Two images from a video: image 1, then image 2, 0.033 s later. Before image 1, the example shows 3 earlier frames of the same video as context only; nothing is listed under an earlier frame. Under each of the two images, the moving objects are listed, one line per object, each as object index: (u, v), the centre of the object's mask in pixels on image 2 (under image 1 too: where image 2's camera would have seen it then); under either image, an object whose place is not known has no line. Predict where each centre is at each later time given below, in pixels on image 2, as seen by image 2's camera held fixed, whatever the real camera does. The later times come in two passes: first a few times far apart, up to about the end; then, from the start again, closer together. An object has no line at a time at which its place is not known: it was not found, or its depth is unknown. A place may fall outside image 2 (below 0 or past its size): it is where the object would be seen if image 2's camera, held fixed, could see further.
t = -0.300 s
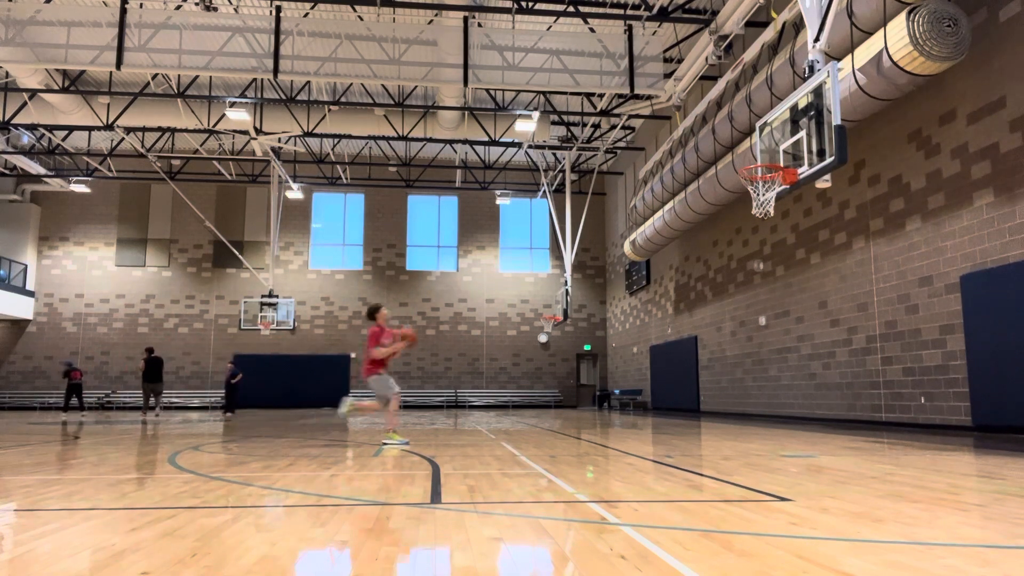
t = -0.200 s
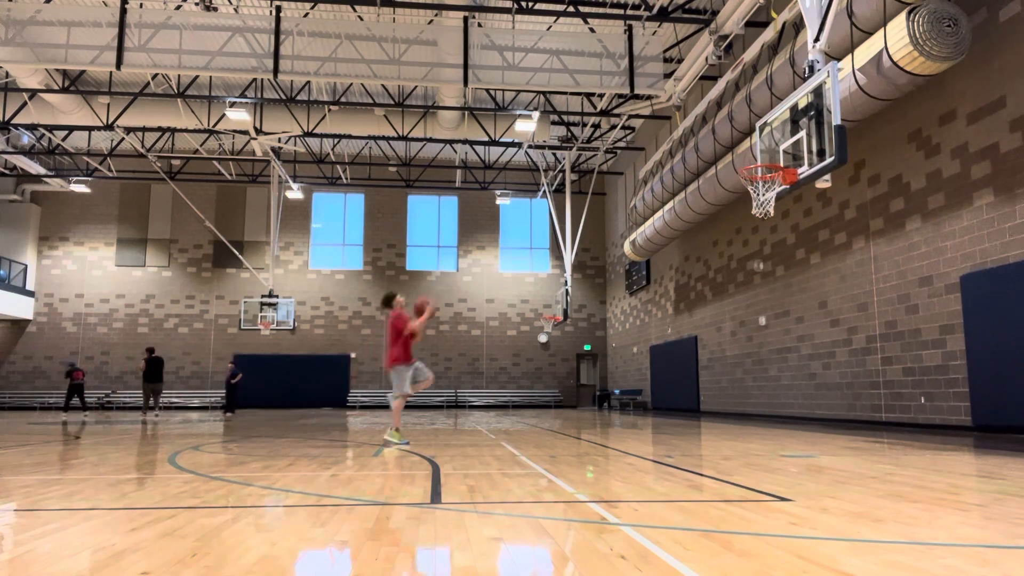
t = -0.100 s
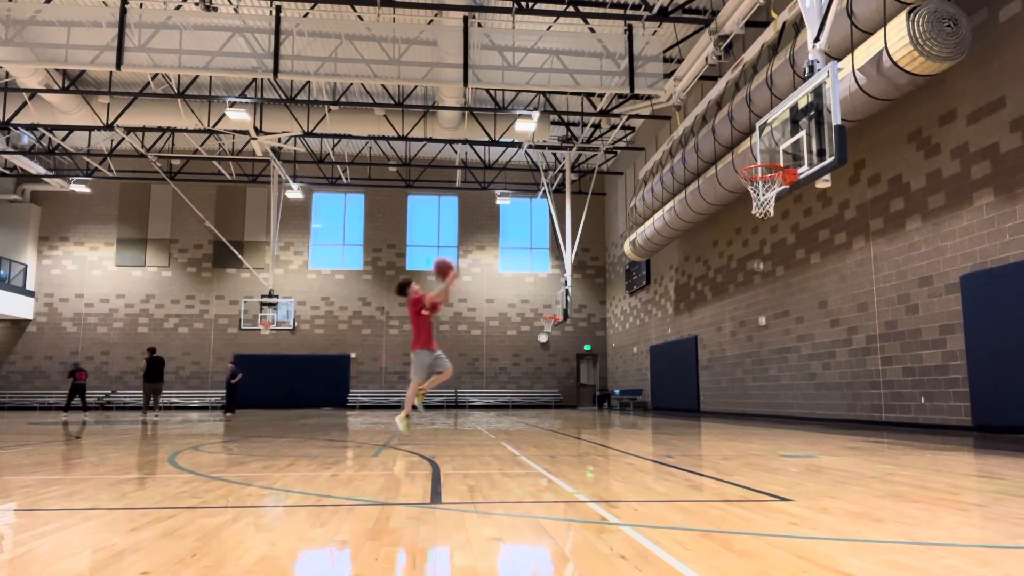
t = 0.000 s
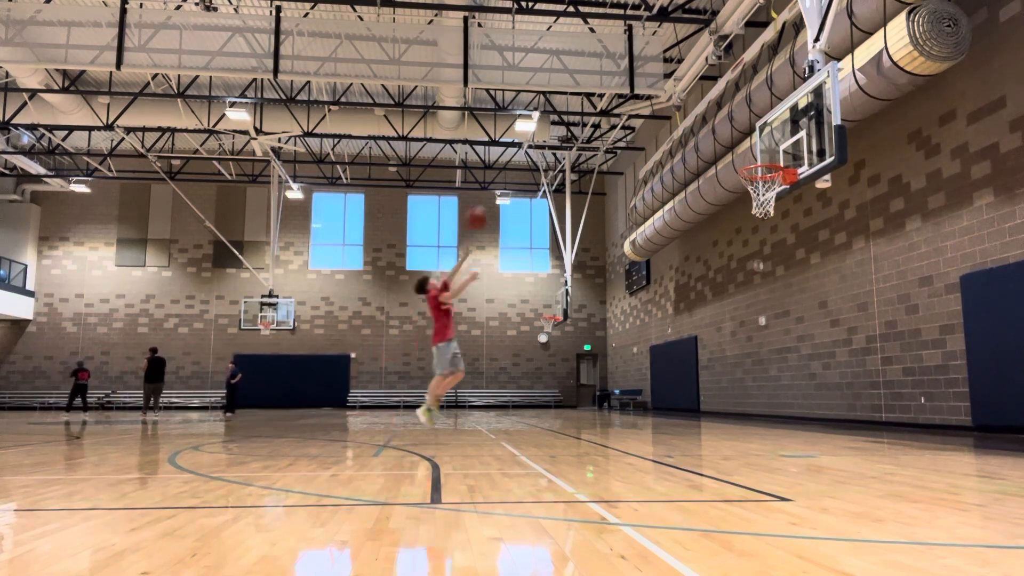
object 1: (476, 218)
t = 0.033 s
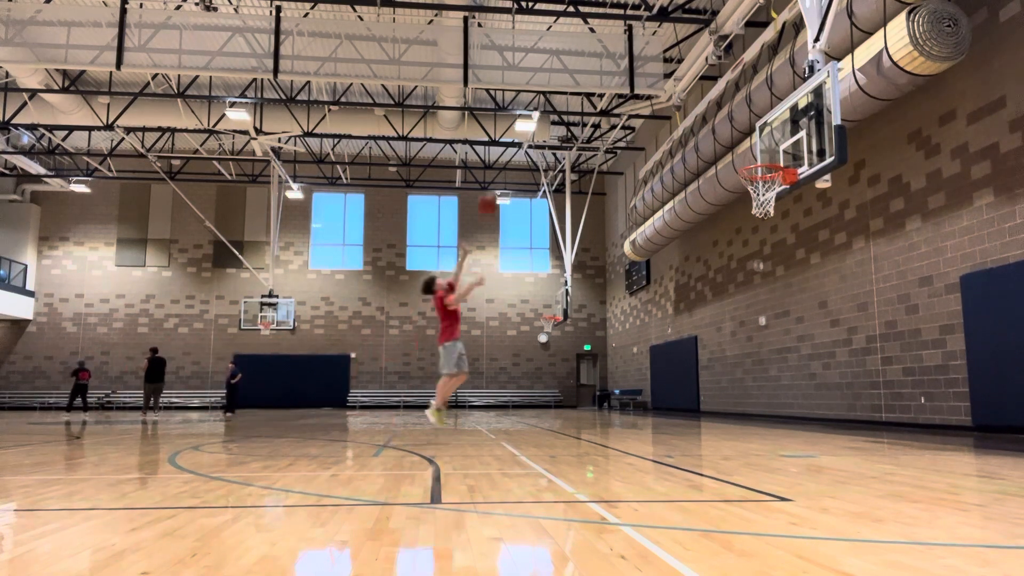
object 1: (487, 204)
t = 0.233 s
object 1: (549, 140)
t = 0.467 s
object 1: (617, 111)
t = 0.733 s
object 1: (692, 132)
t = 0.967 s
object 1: (708, 162)
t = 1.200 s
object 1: (648, 176)
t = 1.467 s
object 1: (586, 242)
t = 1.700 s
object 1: (537, 342)
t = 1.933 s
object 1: (492, 391)
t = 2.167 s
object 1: (463, 317)
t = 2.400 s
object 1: (436, 289)
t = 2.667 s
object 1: (406, 307)
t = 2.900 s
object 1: (381, 365)
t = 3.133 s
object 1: (355, 401)
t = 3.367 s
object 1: (336, 355)
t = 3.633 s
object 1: (313, 350)
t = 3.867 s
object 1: (291, 388)
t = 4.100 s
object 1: (271, 400)
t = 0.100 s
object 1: (508, 179)
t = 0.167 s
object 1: (529, 157)
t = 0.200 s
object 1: (539, 148)
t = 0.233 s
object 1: (549, 140)
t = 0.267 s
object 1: (559, 133)
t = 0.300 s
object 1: (569, 128)
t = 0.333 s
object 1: (579, 122)
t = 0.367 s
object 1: (589, 118)
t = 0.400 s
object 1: (598, 115)
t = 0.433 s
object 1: (607, 112)
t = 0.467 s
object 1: (617, 111)
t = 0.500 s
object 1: (626, 110)
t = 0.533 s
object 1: (636, 111)
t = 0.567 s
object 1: (646, 113)
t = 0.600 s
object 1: (655, 115)
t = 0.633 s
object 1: (664, 118)
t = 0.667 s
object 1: (673, 121)
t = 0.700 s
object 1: (682, 126)
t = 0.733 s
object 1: (692, 132)
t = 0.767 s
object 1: (701, 139)
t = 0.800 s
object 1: (710, 147)
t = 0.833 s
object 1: (720, 155)
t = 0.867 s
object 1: (729, 164)
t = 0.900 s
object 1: (727, 166)
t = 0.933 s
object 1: (717, 163)
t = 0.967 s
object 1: (708, 162)
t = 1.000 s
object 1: (699, 162)
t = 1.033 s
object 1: (691, 162)
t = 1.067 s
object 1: (682, 163)
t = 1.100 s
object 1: (674, 165)
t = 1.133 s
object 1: (665, 168)
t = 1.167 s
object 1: (656, 172)
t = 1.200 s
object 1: (648, 176)
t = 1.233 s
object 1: (640, 181)
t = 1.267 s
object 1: (632, 187)
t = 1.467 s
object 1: (586, 242)
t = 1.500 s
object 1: (579, 254)
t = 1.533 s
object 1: (571, 267)
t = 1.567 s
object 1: (562, 280)
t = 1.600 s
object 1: (555, 294)
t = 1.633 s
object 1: (547, 310)
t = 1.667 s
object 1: (541, 324)
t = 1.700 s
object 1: (537, 342)
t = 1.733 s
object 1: (528, 358)
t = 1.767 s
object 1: (520, 377)
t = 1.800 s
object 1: (513, 397)
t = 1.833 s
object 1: (506, 417)
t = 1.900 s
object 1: (496, 407)
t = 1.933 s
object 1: (492, 391)
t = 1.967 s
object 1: (488, 377)
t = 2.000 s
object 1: (484, 366)
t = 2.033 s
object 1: (479, 353)
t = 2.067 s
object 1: (476, 343)
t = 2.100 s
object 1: (471, 334)
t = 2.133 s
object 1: (468, 325)
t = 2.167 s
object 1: (463, 317)
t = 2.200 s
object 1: (460, 311)
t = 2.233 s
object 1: (456, 305)
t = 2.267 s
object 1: (452, 300)
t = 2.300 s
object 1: (448, 297)
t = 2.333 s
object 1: (444, 293)
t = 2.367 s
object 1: (440, 291)
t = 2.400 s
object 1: (436, 289)
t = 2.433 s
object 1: (433, 289)
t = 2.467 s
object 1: (429, 289)
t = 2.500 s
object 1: (425, 290)
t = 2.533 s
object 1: (421, 292)
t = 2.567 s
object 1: (418, 295)
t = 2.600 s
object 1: (414, 298)
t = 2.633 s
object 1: (409, 302)
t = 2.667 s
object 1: (406, 307)
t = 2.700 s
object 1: (402, 314)
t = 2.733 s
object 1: (400, 319)
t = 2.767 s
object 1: (395, 328)
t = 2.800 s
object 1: (392, 334)
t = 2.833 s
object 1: (388, 346)
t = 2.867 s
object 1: (384, 353)
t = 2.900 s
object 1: (381, 365)
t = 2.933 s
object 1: (376, 376)
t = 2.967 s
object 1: (372, 388)
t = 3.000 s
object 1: (368, 401)
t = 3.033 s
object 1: (365, 415)
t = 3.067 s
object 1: (361, 423)
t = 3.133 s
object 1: (355, 401)
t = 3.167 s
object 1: (352, 391)
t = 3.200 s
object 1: (350, 383)
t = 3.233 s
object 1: (347, 376)
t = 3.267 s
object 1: (344, 369)
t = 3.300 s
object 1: (341, 364)
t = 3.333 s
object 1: (339, 359)
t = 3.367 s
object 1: (336, 355)
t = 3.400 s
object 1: (333, 351)
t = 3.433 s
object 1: (331, 349)
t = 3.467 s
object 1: (327, 347)
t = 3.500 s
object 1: (324, 346)
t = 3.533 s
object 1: (321, 346)
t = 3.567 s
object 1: (318, 346)
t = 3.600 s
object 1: (315, 348)
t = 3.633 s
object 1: (313, 350)
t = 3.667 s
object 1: (309, 353)
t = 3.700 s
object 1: (307, 357)
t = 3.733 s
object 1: (303, 362)
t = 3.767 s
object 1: (300, 367)
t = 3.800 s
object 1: (297, 373)
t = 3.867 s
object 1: (291, 388)
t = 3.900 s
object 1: (288, 396)
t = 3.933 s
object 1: (285, 404)
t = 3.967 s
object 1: (282, 415)
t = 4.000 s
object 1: (280, 423)
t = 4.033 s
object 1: (276, 414)
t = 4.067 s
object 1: (274, 407)
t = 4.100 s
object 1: (271, 400)
